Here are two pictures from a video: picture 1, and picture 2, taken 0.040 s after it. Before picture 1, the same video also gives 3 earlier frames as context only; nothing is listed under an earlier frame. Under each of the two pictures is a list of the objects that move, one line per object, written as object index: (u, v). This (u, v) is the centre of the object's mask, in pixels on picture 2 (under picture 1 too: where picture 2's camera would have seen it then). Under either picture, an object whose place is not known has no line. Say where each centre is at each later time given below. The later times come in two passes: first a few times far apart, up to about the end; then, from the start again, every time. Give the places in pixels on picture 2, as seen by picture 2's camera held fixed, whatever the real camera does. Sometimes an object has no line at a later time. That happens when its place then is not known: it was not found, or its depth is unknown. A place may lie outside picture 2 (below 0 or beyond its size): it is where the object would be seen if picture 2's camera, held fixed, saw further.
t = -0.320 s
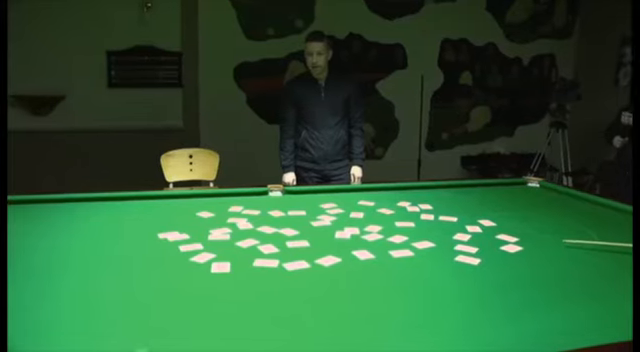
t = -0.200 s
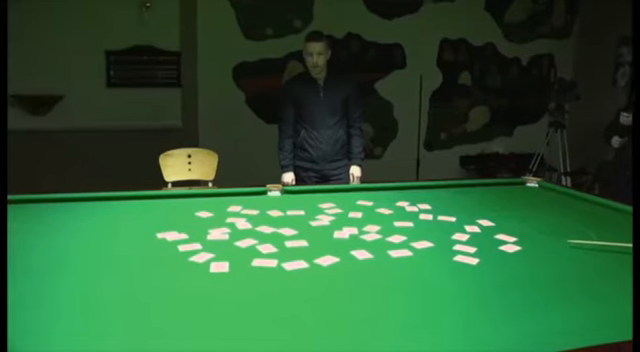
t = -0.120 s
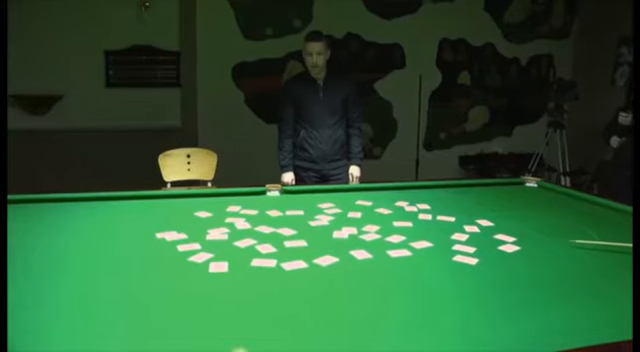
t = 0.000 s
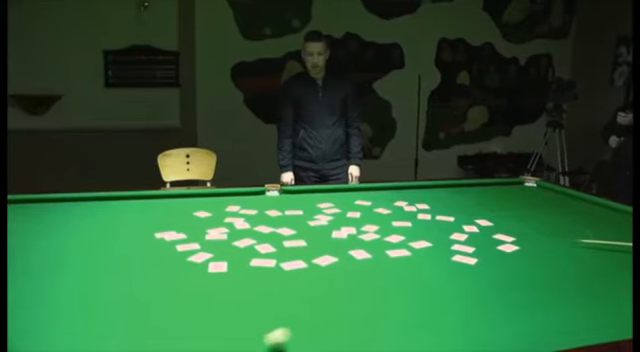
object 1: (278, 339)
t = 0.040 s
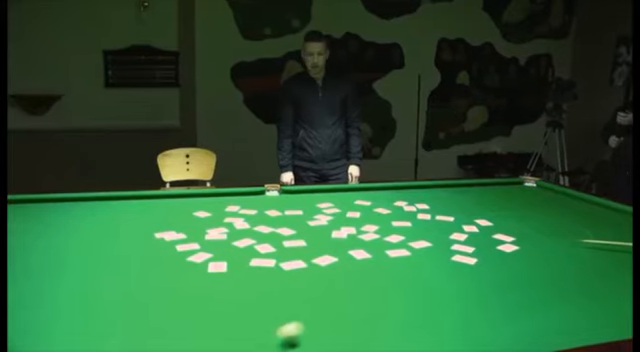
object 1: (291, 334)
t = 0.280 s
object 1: (356, 300)
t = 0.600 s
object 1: (417, 268)
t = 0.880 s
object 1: (455, 246)
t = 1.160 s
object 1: (484, 230)
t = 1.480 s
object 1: (509, 215)
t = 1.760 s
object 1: (527, 205)
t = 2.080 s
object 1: (543, 196)
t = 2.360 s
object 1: (552, 189)
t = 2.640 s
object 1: (520, 186)
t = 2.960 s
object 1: (495, 184)
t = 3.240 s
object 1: (487, 187)
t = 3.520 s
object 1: (479, 190)
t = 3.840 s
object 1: (470, 194)
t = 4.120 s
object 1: (462, 198)
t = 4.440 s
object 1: (453, 202)
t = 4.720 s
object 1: (444, 206)
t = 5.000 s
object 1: (436, 210)
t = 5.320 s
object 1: (426, 214)
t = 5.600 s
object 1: (421, 218)
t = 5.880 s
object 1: (412, 222)
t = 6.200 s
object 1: (404, 227)
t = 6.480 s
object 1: (397, 231)
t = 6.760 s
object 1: (389, 235)
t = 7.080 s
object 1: (382, 239)
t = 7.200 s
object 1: (381, 241)
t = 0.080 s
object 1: (303, 327)
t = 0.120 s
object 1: (314, 321)
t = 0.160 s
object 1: (325, 316)
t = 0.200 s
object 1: (336, 310)
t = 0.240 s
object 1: (347, 305)
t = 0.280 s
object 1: (356, 300)
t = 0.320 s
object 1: (365, 295)
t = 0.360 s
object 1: (374, 291)
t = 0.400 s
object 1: (382, 286)
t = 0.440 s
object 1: (389, 282)
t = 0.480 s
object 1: (397, 279)
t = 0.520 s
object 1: (403, 274)
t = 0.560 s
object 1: (410, 271)
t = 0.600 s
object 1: (417, 268)
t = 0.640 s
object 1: (422, 264)
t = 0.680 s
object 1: (429, 261)
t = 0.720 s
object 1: (434, 257)
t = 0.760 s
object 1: (439, 255)
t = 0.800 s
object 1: (445, 251)
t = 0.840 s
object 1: (449, 248)
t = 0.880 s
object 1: (455, 246)
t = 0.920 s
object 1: (458, 245)
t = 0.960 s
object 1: (463, 243)
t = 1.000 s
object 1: (469, 238)
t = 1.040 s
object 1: (472, 236)
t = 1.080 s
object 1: (475, 234)
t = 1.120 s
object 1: (480, 232)
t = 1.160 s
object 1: (484, 230)
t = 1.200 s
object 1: (486, 228)
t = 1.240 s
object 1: (490, 225)
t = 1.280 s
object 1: (493, 223)
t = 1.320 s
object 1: (497, 221)
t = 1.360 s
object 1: (500, 220)
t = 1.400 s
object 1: (503, 218)
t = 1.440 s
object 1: (506, 216)
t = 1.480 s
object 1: (509, 215)
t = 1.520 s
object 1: (512, 213)
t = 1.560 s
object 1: (514, 212)
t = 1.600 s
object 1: (516, 210)
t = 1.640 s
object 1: (519, 209)
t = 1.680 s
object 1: (522, 208)
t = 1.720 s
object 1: (524, 206)
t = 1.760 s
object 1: (527, 205)
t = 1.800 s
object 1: (529, 204)
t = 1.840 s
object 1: (531, 203)
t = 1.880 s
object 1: (533, 201)
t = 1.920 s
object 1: (535, 200)
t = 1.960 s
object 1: (537, 199)
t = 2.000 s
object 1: (539, 198)
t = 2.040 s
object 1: (541, 197)
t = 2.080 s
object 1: (543, 196)
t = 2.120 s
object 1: (545, 195)
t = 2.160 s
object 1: (547, 194)
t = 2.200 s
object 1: (548, 193)
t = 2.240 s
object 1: (550, 192)
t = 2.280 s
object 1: (552, 192)
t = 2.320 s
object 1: (553, 191)
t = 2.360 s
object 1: (552, 189)
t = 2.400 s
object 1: (546, 189)
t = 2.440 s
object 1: (542, 188)
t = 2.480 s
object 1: (537, 188)
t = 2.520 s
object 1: (532, 187)
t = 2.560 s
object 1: (529, 186)
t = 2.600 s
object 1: (525, 186)
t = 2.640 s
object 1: (520, 186)
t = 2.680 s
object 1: (516, 186)
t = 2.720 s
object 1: (512, 185)
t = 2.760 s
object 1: (509, 184)
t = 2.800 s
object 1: (505, 184)
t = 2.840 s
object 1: (501, 184)
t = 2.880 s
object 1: (497, 183)
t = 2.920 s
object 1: (495, 183)
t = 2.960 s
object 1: (495, 184)
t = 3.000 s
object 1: (493, 184)
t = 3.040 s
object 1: (492, 185)
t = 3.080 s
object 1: (491, 185)
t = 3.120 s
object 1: (490, 185)
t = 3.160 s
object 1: (489, 186)
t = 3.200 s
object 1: (488, 186)
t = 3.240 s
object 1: (487, 187)
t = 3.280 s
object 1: (486, 187)
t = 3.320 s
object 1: (485, 188)
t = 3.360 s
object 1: (483, 188)
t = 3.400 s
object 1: (482, 188)
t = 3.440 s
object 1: (481, 189)
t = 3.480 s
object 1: (480, 190)
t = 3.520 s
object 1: (479, 190)
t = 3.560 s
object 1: (478, 191)
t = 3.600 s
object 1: (477, 191)
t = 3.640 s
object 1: (476, 192)
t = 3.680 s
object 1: (475, 192)
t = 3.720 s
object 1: (474, 192)
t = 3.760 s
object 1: (472, 193)
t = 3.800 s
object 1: (471, 194)
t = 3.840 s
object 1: (470, 194)
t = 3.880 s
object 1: (469, 195)
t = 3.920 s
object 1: (468, 196)
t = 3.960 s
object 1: (467, 196)
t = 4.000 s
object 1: (466, 197)
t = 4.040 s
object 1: (464, 197)
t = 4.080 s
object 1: (463, 197)
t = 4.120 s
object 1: (462, 198)
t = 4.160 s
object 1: (461, 199)
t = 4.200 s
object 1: (460, 199)
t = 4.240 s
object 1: (459, 200)
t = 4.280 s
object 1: (458, 200)
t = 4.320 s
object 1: (456, 201)
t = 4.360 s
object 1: (455, 201)
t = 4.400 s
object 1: (454, 202)
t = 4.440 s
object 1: (453, 202)
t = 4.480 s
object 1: (452, 203)
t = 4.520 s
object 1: (450, 203)
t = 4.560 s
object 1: (449, 204)
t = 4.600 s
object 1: (448, 204)
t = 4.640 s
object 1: (447, 205)
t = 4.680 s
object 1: (445, 206)
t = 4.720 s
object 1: (444, 206)
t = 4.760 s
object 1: (443, 207)
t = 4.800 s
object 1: (442, 207)
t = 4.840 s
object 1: (441, 208)
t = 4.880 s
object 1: (440, 208)
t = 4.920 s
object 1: (438, 209)
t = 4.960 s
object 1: (437, 209)
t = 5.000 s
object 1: (436, 210)
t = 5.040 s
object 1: (435, 210)
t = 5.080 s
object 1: (434, 210)
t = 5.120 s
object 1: (432, 211)
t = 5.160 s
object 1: (431, 211)
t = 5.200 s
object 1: (430, 211)
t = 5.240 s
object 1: (428, 212)
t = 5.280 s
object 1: (427, 213)
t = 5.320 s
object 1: (426, 214)
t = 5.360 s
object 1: (425, 215)
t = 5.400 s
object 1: (425, 215)
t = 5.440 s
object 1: (424, 216)
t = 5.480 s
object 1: (424, 217)
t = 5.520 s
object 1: (423, 217)
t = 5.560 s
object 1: (422, 217)
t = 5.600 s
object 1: (421, 218)
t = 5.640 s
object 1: (421, 218)
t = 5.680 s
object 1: (418, 220)
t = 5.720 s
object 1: (416, 220)
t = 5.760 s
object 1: (415, 221)
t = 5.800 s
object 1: (414, 221)
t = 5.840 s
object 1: (413, 221)
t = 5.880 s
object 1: (412, 222)
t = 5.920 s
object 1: (411, 223)
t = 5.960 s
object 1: (410, 224)
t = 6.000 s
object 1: (409, 224)
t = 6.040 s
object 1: (408, 225)
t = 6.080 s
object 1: (406, 225)
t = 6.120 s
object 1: (406, 226)
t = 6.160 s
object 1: (405, 227)
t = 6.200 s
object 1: (404, 227)
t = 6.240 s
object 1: (403, 227)
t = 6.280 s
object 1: (402, 228)
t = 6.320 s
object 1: (401, 228)
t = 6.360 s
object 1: (399, 228)
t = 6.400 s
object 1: (399, 229)
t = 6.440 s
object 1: (398, 230)
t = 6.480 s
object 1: (397, 231)
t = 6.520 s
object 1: (395, 232)
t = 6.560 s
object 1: (394, 232)
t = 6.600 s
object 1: (394, 233)
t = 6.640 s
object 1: (393, 233)
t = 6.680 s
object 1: (392, 234)
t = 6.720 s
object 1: (392, 234)
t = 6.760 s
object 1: (389, 235)
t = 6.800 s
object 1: (389, 235)
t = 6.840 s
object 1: (388, 236)
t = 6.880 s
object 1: (386, 237)
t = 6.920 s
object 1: (386, 237)
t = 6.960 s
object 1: (386, 238)
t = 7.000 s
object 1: (384, 238)
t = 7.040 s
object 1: (383, 239)
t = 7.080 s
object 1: (382, 239)
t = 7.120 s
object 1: (381, 240)
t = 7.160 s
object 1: (381, 241)
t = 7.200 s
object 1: (381, 241)
